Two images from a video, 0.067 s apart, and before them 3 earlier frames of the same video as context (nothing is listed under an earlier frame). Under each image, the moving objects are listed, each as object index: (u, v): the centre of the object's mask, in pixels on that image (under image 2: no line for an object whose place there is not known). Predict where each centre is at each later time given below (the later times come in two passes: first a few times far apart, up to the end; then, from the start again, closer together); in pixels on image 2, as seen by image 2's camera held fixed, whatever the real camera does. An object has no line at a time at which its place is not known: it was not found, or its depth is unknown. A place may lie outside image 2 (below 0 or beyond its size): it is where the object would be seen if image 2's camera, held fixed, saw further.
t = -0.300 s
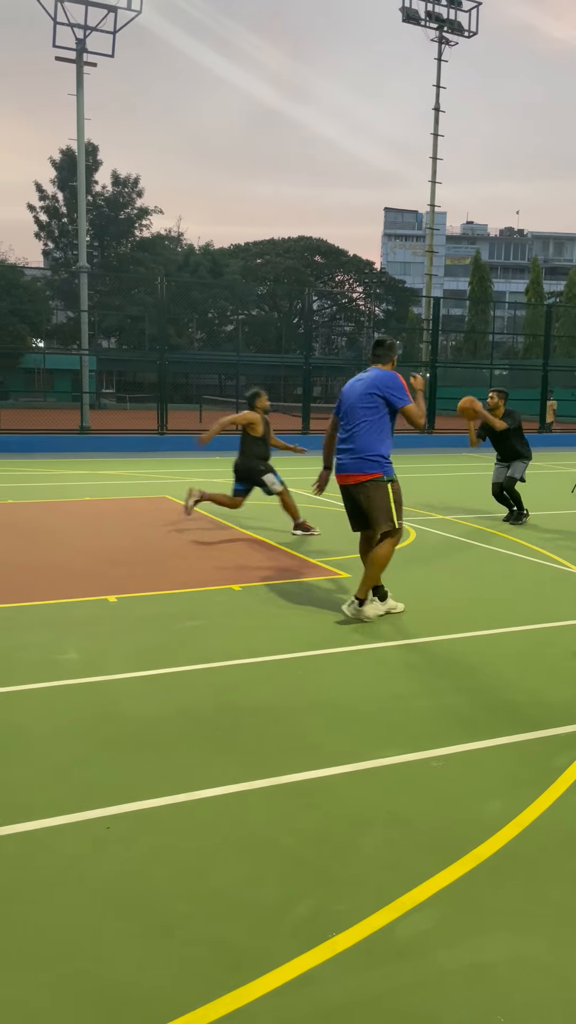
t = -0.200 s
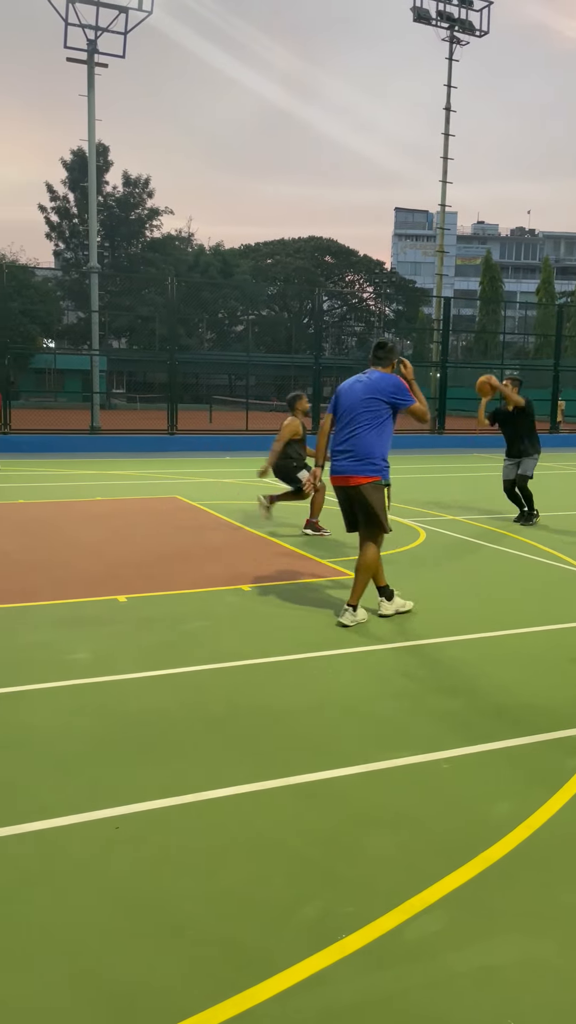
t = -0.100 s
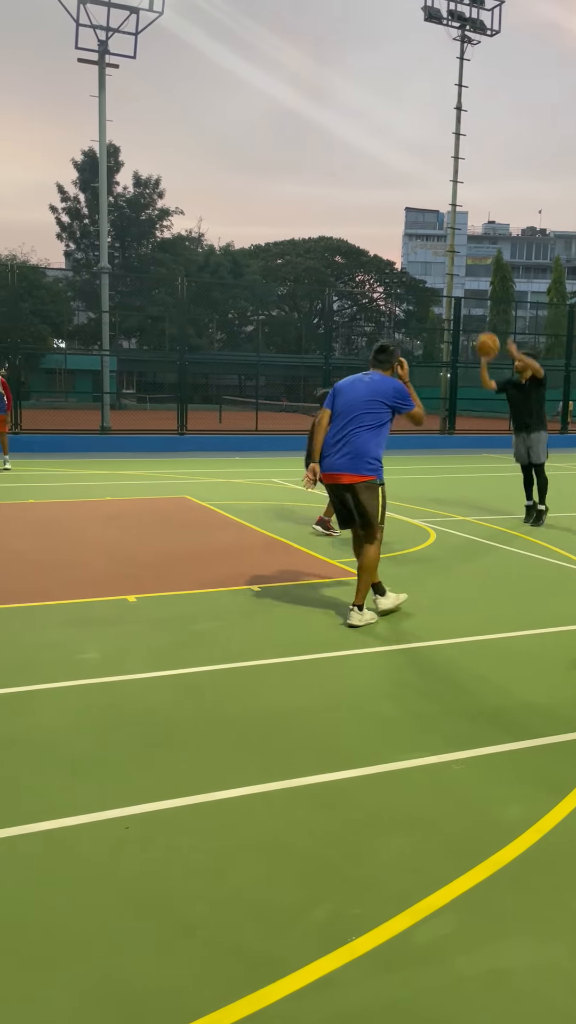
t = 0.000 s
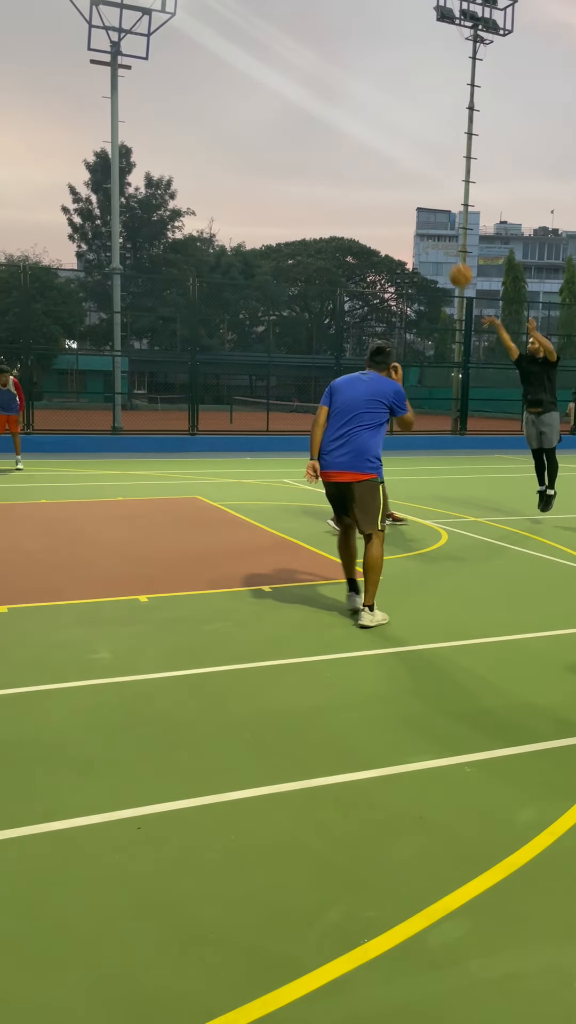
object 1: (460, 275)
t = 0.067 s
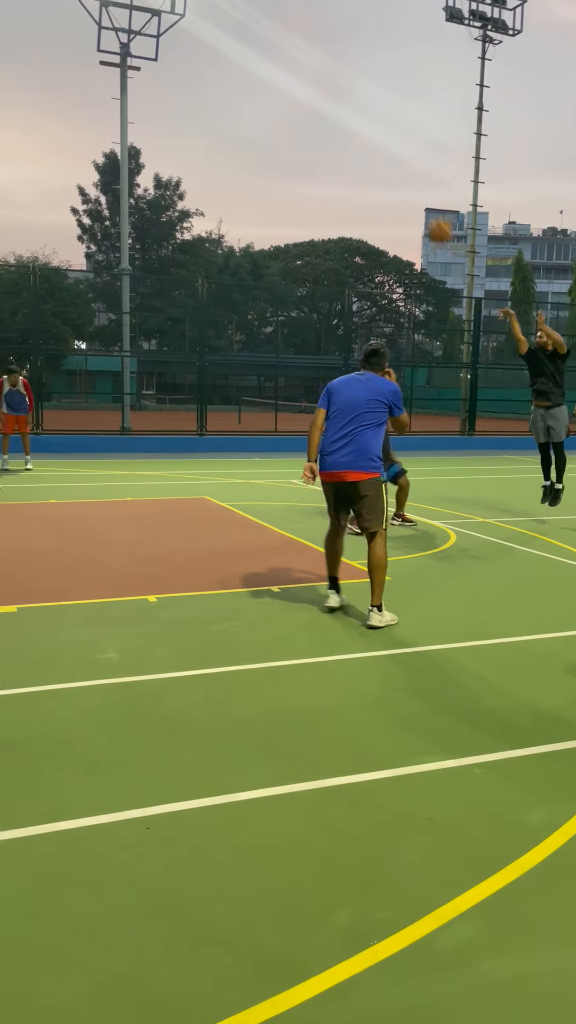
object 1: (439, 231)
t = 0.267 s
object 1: (343, 116)
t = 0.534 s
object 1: (200, 17)
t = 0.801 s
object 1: (36, -6)
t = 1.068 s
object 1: (-145, 64)
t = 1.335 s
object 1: (-170, 116)
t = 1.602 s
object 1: (14, 104)
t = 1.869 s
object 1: (171, 174)
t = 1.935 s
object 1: (205, 202)
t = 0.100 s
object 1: (424, 209)
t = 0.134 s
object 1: (409, 189)
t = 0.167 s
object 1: (392, 169)
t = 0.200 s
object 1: (376, 151)
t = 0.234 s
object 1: (359, 133)
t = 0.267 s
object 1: (343, 116)
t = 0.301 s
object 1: (326, 100)
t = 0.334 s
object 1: (309, 85)
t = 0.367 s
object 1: (291, 71)
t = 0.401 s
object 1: (273, 58)
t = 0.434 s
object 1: (255, 46)
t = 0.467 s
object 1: (237, 35)
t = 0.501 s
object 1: (219, 26)
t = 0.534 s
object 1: (200, 17)
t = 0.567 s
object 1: (180, 9)
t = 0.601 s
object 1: (161, 4)
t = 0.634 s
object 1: (141, 0)
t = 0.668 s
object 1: (121, -3)
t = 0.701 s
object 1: (100, -5)
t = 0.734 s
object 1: (79, -7)
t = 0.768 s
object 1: (57, -7)
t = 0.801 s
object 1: (36, -6)
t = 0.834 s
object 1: (14, -2)
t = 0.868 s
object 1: (-8, 3)
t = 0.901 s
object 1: (-31, 9)
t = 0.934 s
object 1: (-54, 17)
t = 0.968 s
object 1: (-76, 26)
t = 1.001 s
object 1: (-99, 37)
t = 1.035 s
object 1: (-122, 50)
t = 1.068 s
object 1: (-145, 64)
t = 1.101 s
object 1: (-168, 80)
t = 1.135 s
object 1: (-192, 97)
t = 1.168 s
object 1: (-215, 116)
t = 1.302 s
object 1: (-194, 124)
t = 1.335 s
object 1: (-170, 116)
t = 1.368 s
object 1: (-146, 109)
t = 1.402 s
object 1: (-122, 104)
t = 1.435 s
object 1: (-99, 101)
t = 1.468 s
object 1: (-75, 99)
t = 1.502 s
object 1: (-53, 98)
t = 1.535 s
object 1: (-31, 98)
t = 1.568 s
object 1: (-9, 100)
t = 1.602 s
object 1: (14, 104)
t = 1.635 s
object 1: (35, 108)
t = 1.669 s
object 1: (56, 114)
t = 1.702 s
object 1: (77, 121)
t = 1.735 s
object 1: (97, 130)
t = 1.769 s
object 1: (116, 139)
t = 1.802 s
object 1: (135, 150)
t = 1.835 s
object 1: (153, 161)
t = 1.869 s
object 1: (171, 174)
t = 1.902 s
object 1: (188, 187)
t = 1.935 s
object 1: (205, 202)
